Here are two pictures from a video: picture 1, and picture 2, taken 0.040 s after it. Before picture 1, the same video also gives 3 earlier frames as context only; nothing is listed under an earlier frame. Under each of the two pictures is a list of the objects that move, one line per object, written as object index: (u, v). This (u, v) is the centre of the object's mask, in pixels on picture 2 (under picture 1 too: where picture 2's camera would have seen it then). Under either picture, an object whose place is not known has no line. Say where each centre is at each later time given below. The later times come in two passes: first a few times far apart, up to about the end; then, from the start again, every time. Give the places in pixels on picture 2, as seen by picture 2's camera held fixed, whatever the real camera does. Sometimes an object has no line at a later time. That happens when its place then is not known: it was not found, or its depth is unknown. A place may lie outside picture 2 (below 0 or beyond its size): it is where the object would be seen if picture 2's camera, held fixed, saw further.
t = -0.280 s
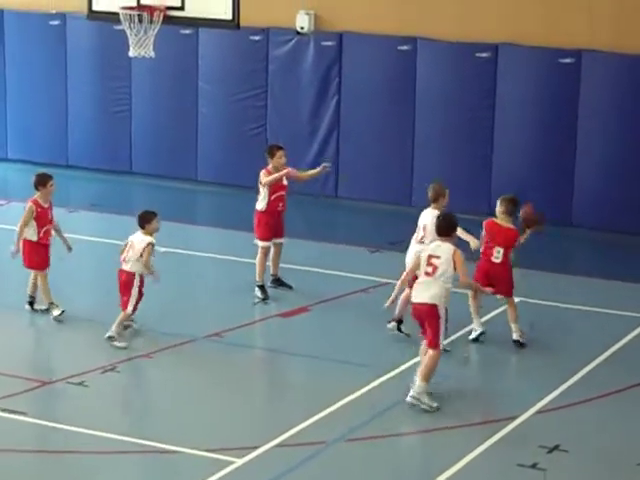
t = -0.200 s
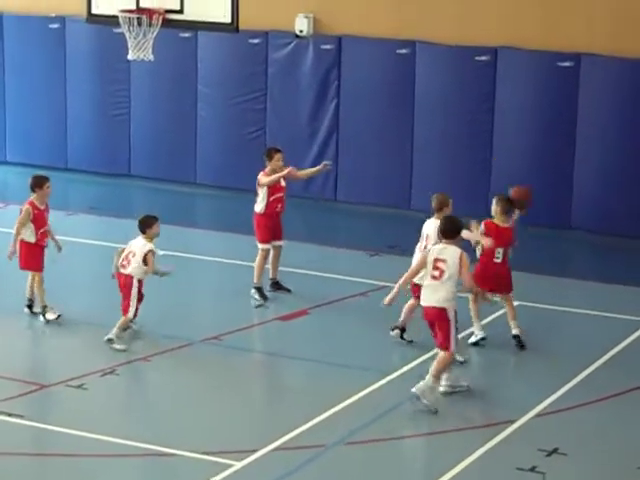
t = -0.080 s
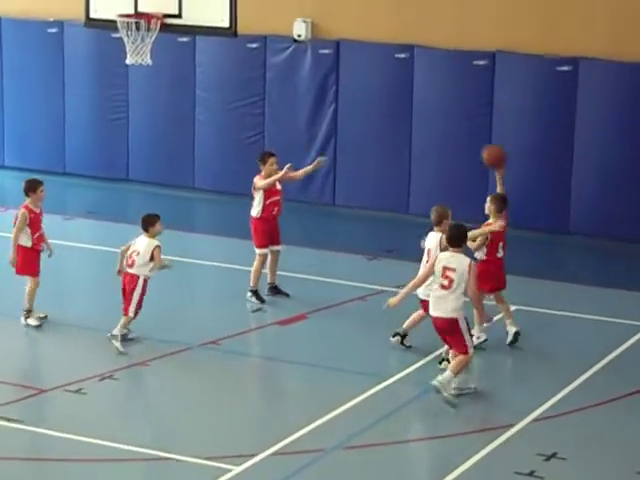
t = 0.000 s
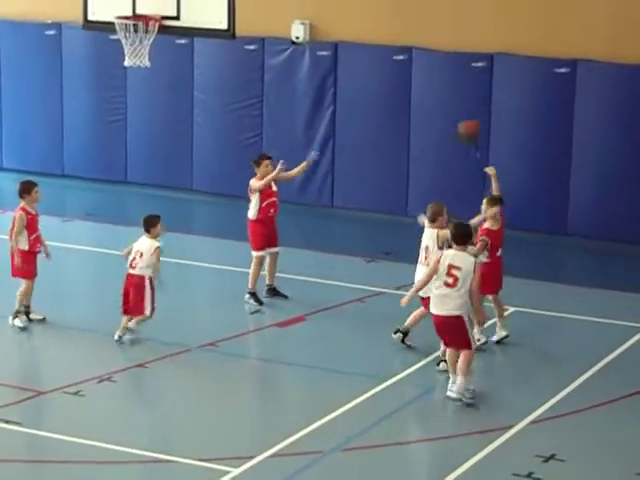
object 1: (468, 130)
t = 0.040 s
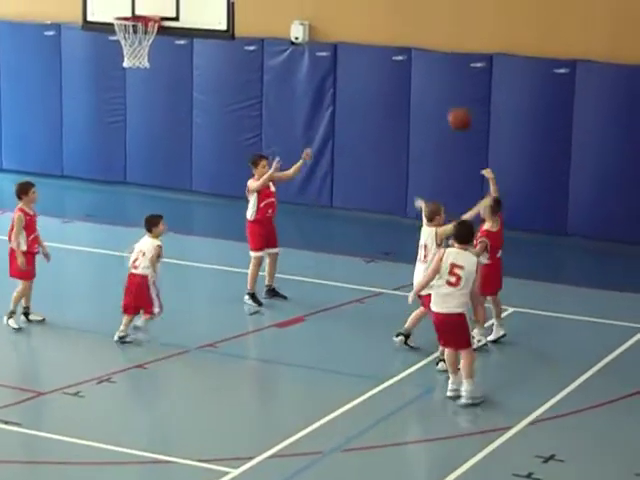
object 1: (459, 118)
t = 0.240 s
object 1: (405, 90)
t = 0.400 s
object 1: (362, 98)
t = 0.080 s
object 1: (447, 109)
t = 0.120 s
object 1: (437, 101)
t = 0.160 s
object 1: (427, 96)
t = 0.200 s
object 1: (415, 92)
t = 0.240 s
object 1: (405, 90)
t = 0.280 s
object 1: (394, 90)
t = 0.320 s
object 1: (383, 90)
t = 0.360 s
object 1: (372, 94)
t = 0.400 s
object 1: (362, 98)
